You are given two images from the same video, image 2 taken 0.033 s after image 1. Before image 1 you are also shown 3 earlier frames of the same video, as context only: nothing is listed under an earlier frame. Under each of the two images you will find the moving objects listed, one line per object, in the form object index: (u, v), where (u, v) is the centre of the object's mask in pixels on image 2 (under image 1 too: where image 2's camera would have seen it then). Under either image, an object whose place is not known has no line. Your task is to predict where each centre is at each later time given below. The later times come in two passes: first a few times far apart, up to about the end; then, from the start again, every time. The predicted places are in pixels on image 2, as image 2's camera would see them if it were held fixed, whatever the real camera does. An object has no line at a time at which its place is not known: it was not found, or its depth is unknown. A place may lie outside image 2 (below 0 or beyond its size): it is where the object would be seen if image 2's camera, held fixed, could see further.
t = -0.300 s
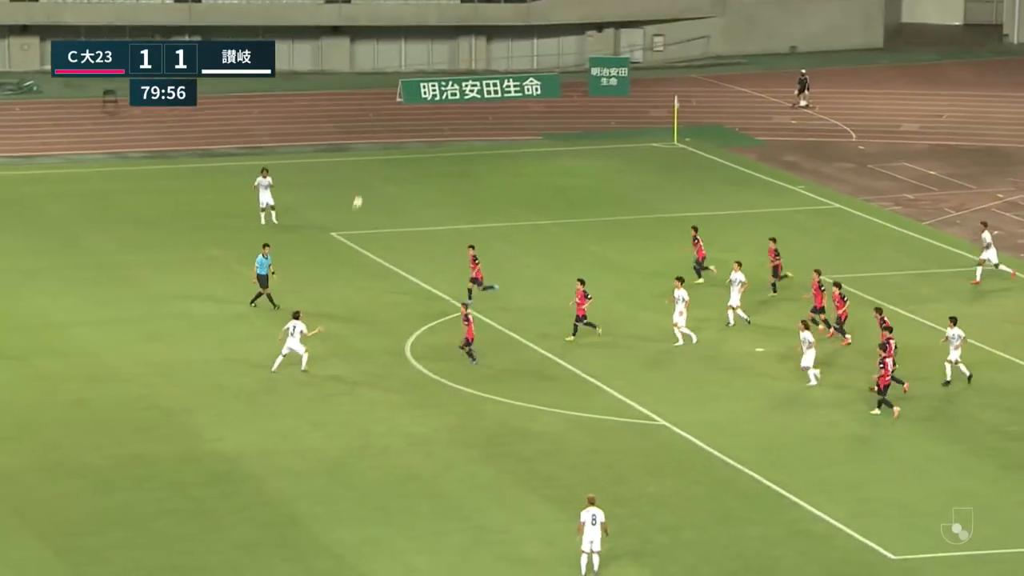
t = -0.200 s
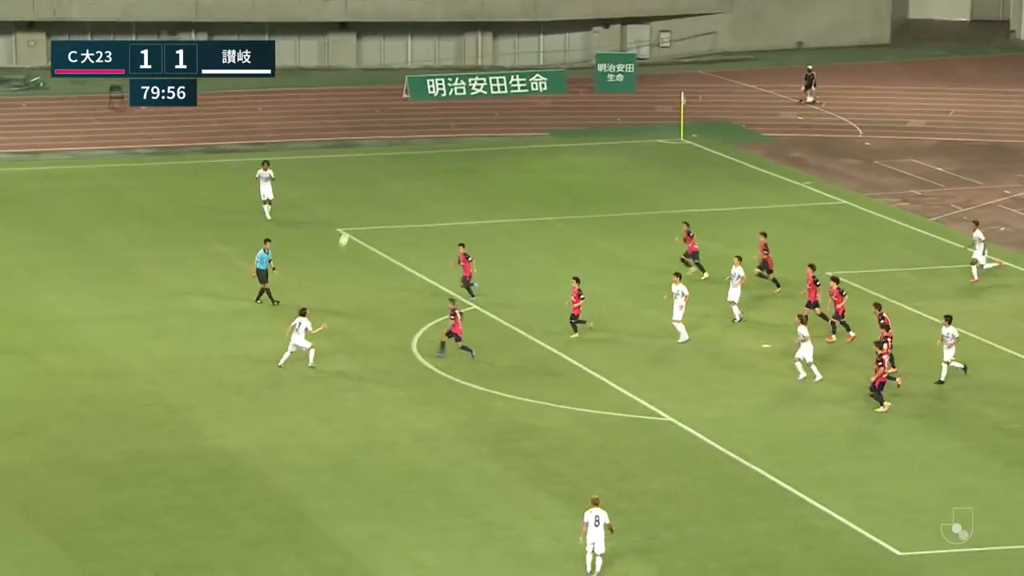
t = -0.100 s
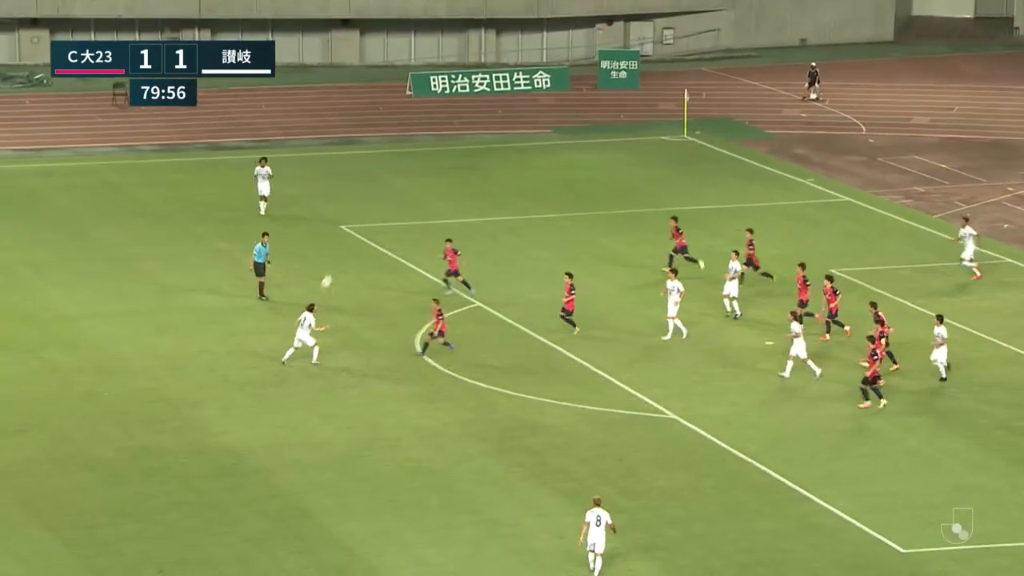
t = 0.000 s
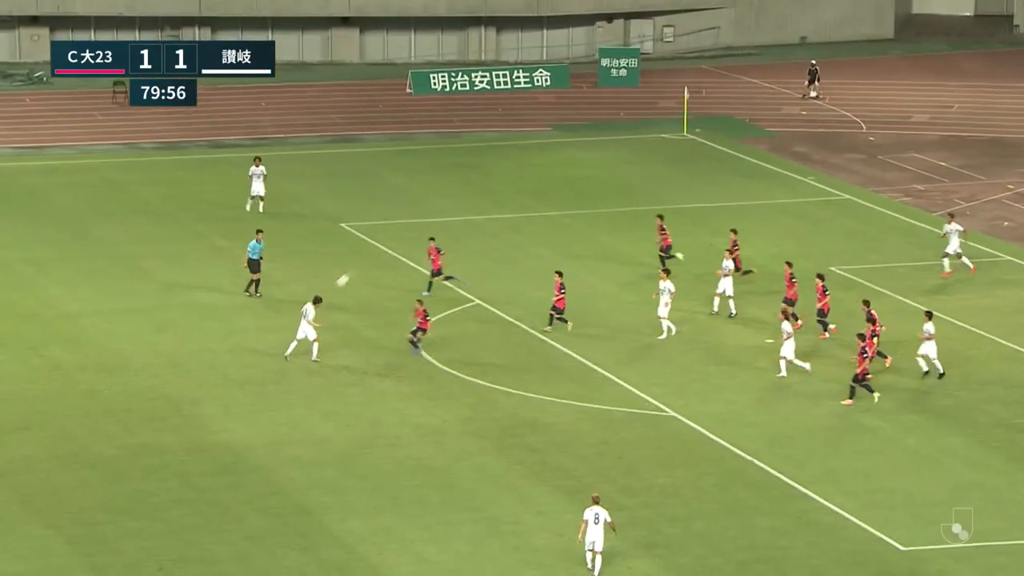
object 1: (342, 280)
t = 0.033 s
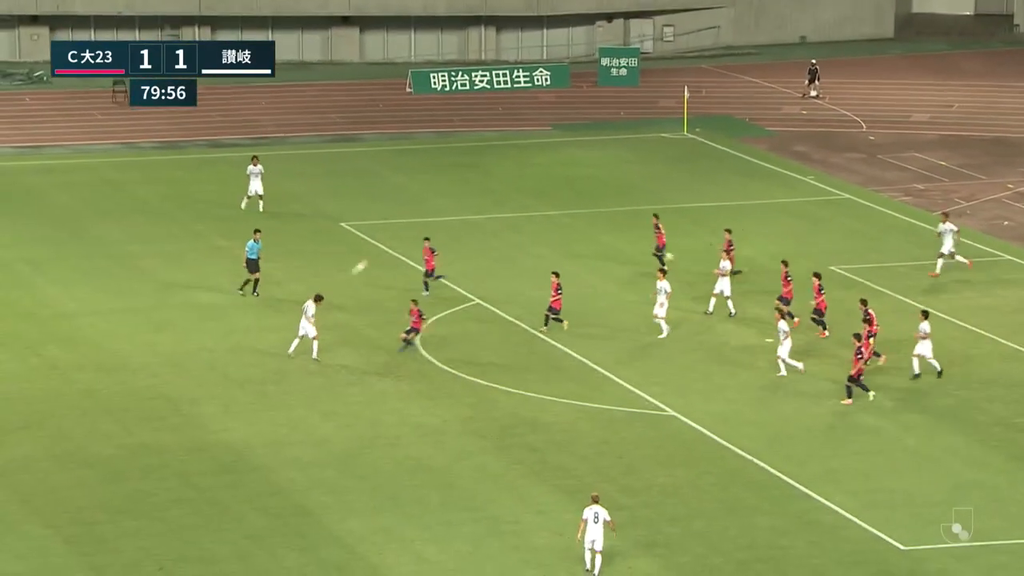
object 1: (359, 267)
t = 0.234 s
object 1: (442, 220)
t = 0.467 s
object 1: (535, 186)
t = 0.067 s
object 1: (369, 262)
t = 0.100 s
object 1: (384, 251)
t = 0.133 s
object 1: (402, 240)
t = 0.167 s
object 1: (411, 235)
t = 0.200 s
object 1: (426, 227)
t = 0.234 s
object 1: (442, 220)
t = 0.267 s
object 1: (455, 214)
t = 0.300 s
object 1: (468, 208)
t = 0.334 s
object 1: (482, 202)
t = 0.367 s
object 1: (495, 197)
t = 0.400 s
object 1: (507, 193)
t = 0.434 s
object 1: (522, 189)
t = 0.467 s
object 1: (535, 186)
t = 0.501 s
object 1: (548, 183)
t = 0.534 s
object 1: (561, 180)
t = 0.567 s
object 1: (574, 177)
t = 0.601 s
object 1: (587, 175)
